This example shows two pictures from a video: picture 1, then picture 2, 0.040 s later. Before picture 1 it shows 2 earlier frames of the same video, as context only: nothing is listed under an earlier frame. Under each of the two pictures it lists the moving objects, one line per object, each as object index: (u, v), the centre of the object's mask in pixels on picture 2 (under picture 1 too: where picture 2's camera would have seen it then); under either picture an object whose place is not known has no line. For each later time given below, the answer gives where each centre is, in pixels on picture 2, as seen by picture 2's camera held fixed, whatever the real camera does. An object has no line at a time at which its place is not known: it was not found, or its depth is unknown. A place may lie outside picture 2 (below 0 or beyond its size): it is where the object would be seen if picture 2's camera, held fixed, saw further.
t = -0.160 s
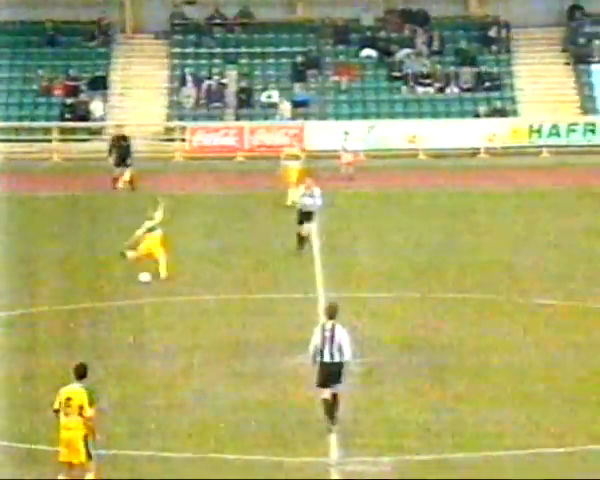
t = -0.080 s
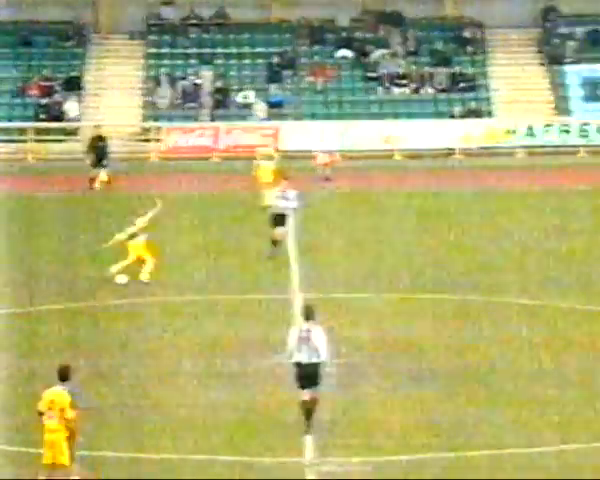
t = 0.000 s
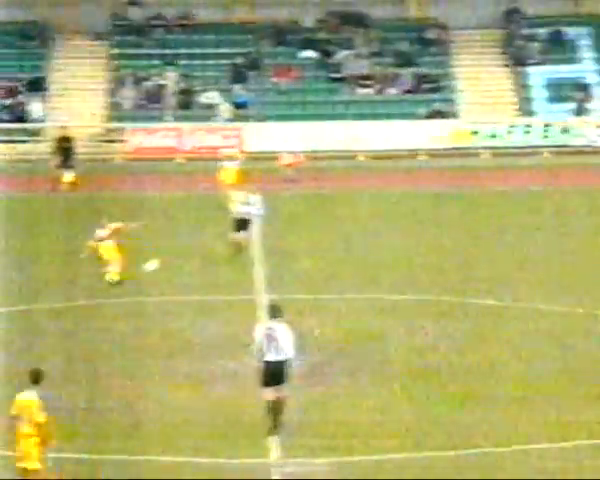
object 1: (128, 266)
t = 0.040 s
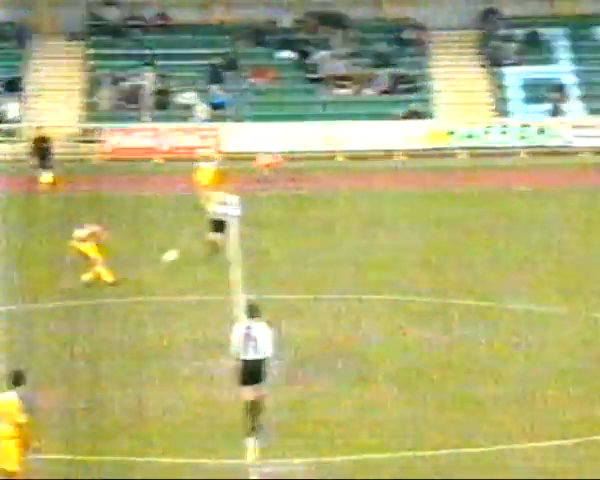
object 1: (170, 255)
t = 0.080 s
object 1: (213, 246)
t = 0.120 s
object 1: (256, 234)
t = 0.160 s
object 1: (297, 224)
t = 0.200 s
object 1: (337, 213)
